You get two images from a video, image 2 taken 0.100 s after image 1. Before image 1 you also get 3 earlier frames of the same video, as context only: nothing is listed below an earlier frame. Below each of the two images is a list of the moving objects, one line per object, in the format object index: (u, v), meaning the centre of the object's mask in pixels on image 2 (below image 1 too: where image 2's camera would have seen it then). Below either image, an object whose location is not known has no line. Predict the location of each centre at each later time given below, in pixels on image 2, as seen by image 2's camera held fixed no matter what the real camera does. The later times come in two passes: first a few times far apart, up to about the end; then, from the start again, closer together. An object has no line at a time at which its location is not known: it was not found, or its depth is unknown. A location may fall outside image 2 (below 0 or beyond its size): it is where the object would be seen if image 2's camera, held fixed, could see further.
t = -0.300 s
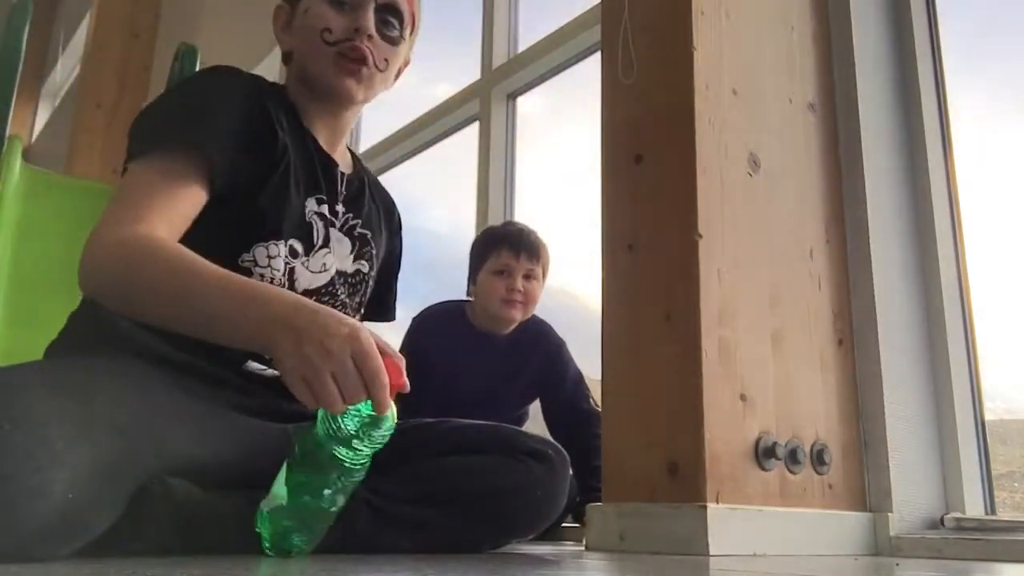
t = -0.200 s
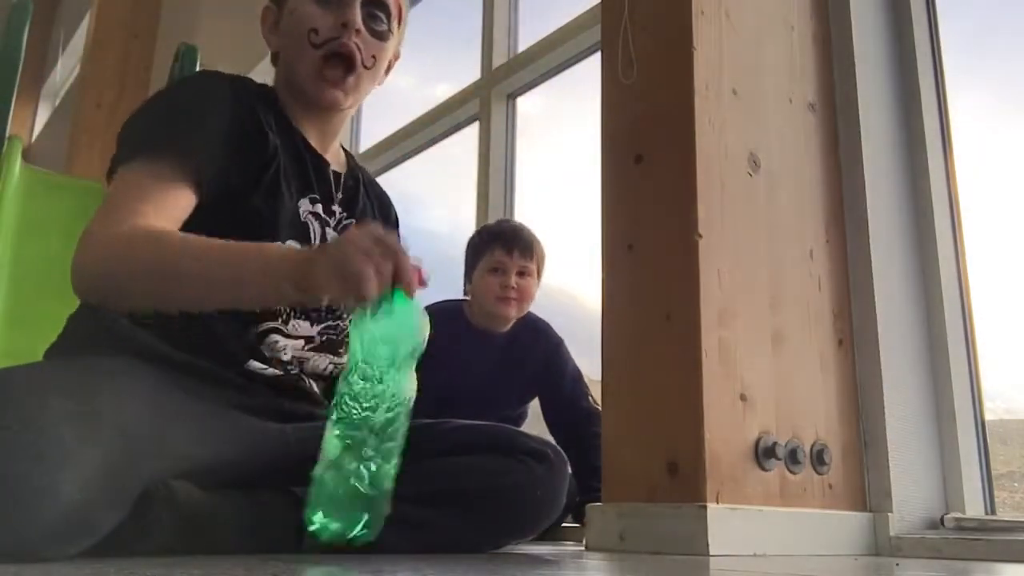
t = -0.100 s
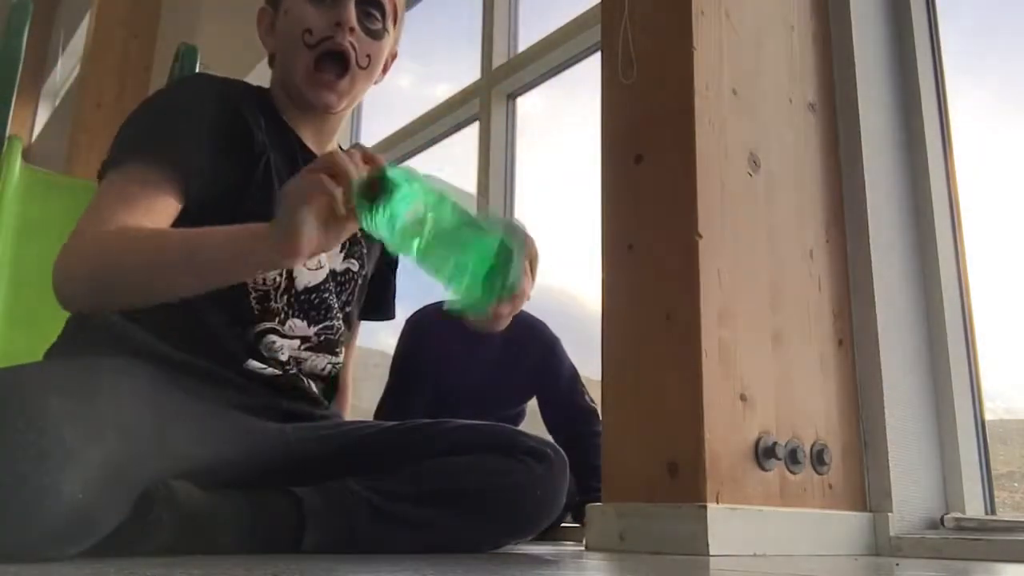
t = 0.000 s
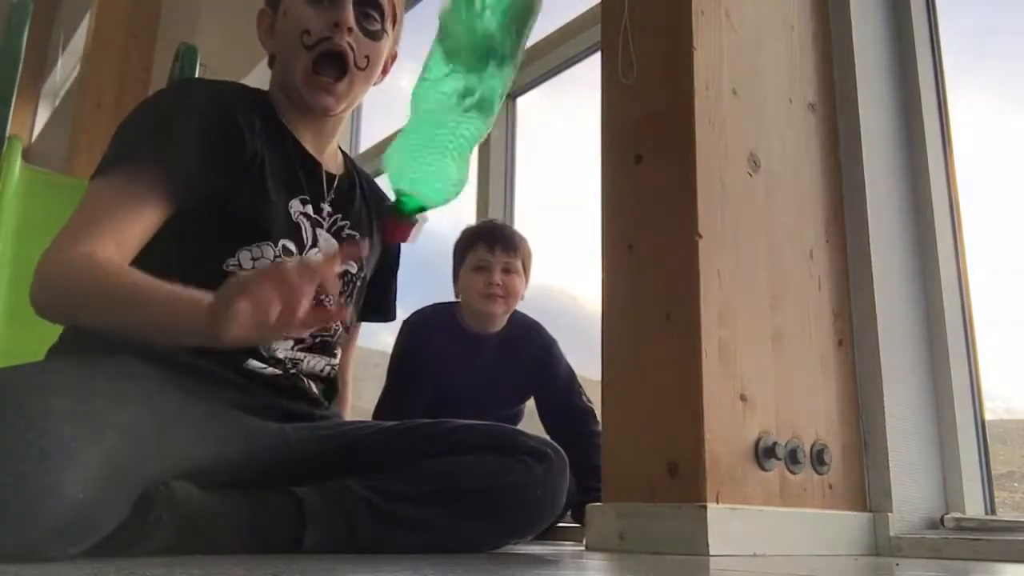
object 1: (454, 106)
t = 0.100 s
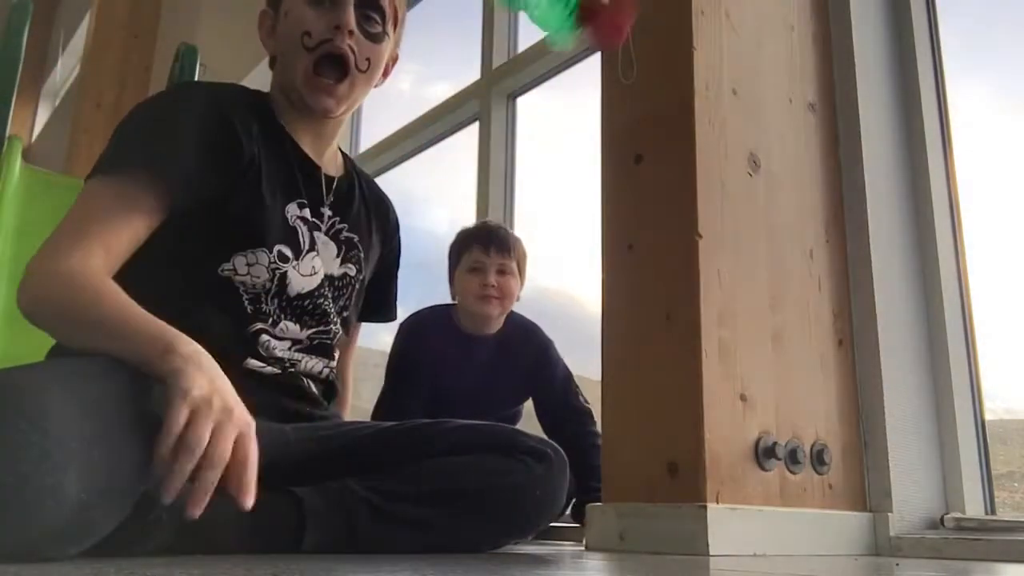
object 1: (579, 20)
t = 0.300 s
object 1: (493, 112)
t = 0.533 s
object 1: (479, 403)
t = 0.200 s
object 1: (460, 21)
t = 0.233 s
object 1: (469, 41)
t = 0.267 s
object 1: (482, 68)
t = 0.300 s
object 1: (493, 112)
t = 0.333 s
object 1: (497, 170)
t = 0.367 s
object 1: (485, 289)
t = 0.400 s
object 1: (480, 401)
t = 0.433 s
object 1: (479, 402)
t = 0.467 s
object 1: (478, 403)
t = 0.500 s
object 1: (477, 404)
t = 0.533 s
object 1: (479, 403)
